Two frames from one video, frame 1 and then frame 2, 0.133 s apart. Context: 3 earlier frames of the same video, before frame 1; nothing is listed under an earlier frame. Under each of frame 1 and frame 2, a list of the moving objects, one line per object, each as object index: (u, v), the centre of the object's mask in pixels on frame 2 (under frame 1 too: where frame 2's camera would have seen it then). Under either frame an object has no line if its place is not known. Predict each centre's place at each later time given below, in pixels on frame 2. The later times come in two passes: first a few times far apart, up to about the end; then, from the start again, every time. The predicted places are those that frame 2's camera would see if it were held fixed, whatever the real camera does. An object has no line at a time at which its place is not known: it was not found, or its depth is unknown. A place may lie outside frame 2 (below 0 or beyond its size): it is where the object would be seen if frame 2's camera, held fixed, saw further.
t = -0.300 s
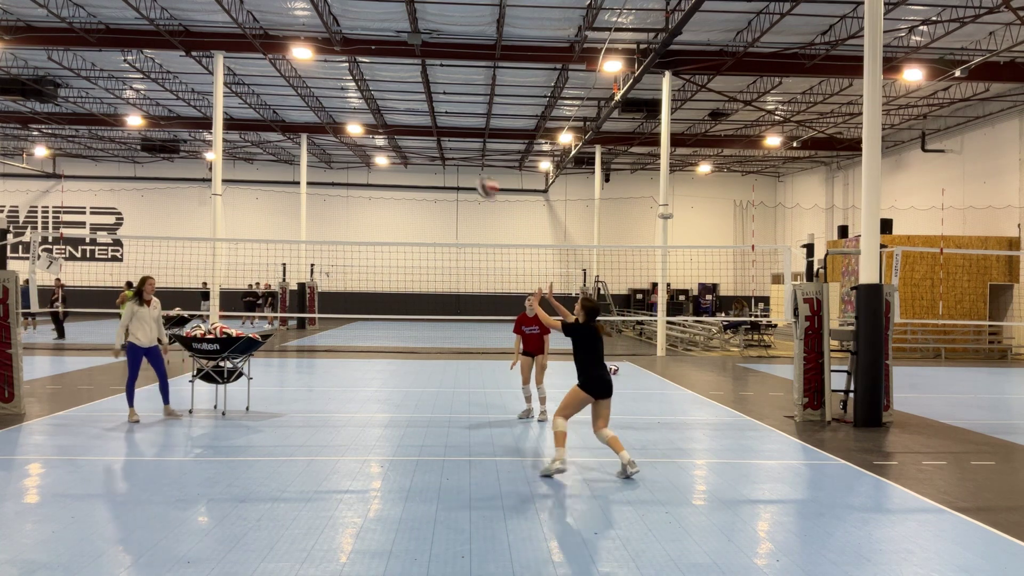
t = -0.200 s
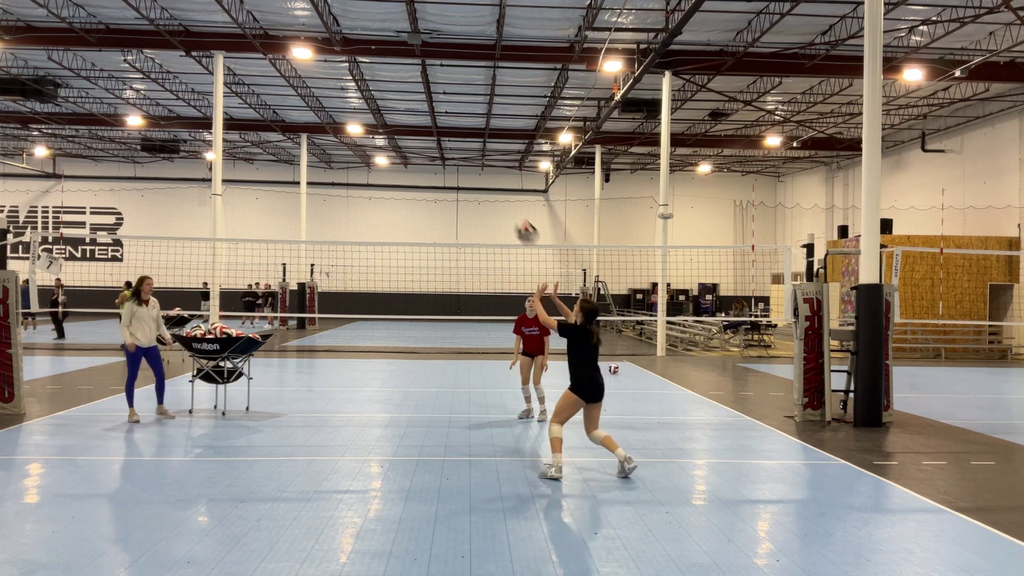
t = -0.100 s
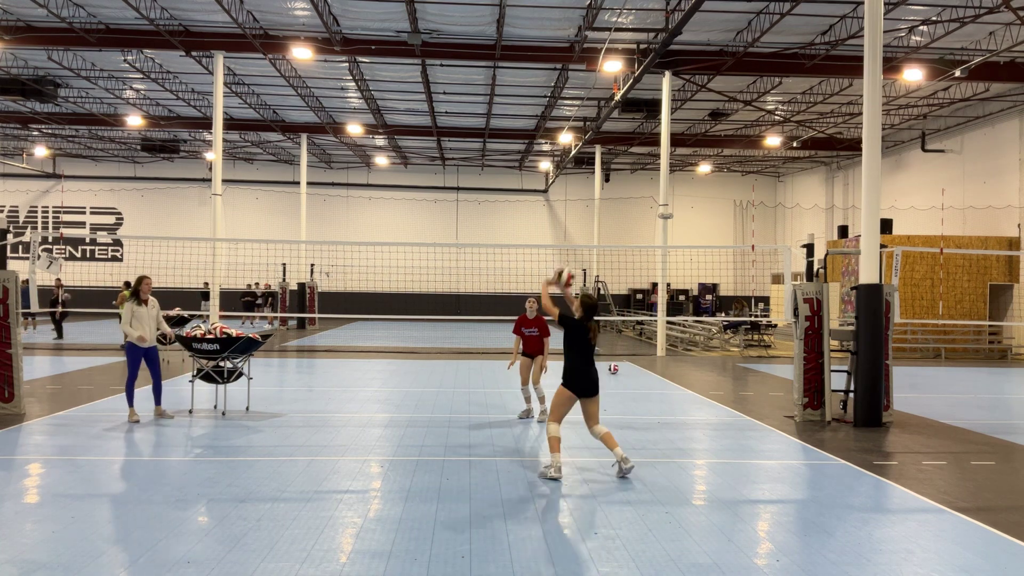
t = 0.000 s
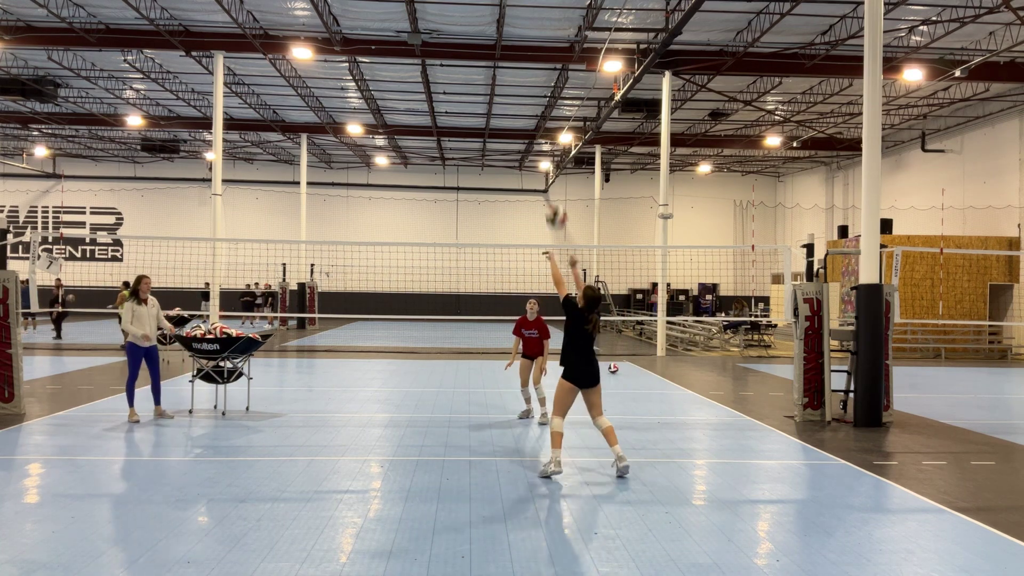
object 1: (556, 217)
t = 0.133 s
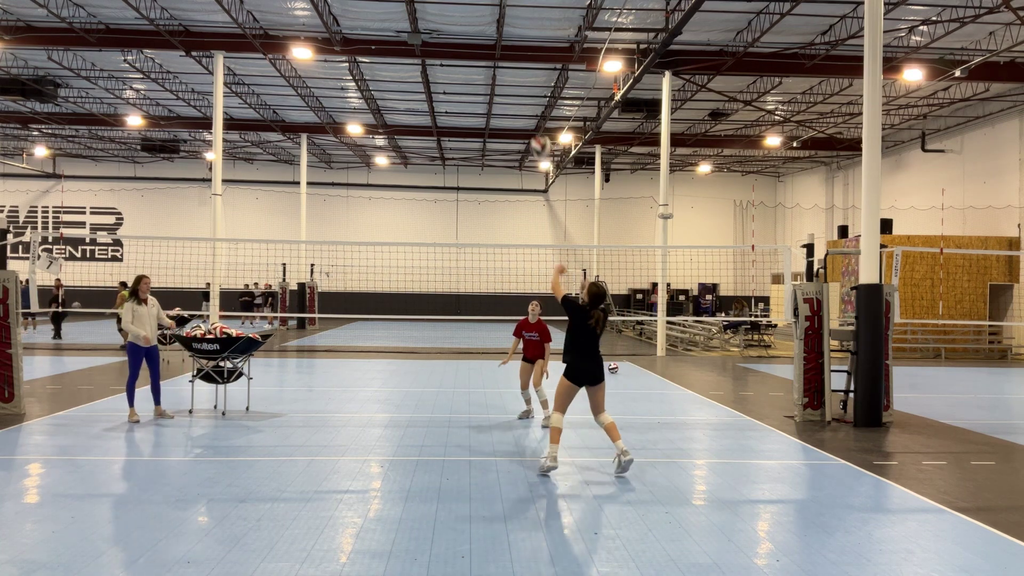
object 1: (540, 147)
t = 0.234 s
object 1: (529, 110)
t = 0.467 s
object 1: (504, 68)
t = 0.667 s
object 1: (485, 74)
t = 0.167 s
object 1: (537, 133)
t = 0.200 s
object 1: (533, 122)
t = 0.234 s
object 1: (529, 110)
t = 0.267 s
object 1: (526, 100)
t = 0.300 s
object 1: (522, 92)
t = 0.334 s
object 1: (518, 86)
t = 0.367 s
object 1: (515, 79)
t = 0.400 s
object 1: (511, 75)
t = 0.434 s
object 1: (508, 71)
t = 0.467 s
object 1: (504, 68)
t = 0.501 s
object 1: (501, 67)
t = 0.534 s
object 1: (497, 66)
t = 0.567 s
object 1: (494, 66)
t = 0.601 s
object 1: (491, 68)
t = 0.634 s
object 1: (488, 70)
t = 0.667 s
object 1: (485, 74)
